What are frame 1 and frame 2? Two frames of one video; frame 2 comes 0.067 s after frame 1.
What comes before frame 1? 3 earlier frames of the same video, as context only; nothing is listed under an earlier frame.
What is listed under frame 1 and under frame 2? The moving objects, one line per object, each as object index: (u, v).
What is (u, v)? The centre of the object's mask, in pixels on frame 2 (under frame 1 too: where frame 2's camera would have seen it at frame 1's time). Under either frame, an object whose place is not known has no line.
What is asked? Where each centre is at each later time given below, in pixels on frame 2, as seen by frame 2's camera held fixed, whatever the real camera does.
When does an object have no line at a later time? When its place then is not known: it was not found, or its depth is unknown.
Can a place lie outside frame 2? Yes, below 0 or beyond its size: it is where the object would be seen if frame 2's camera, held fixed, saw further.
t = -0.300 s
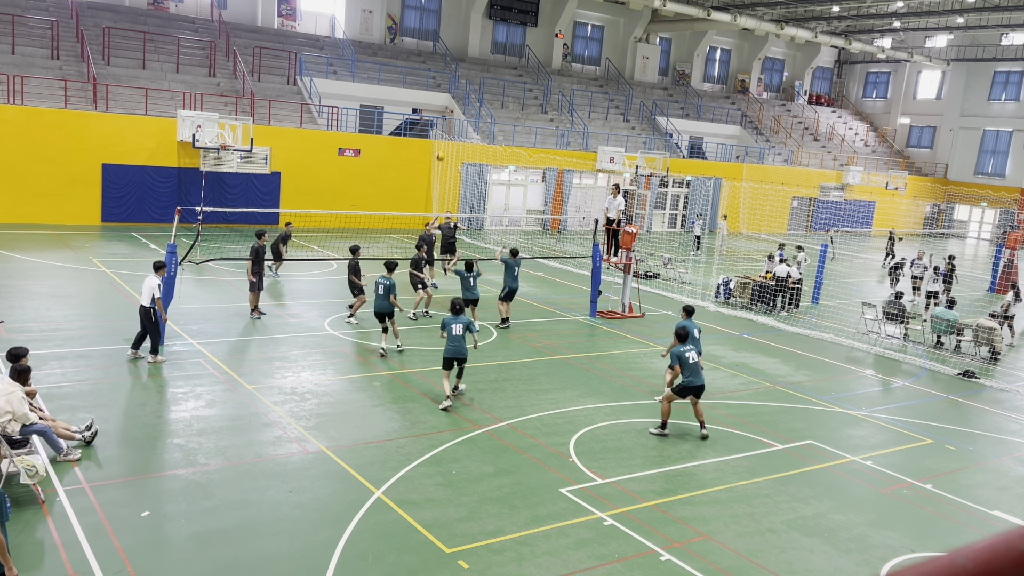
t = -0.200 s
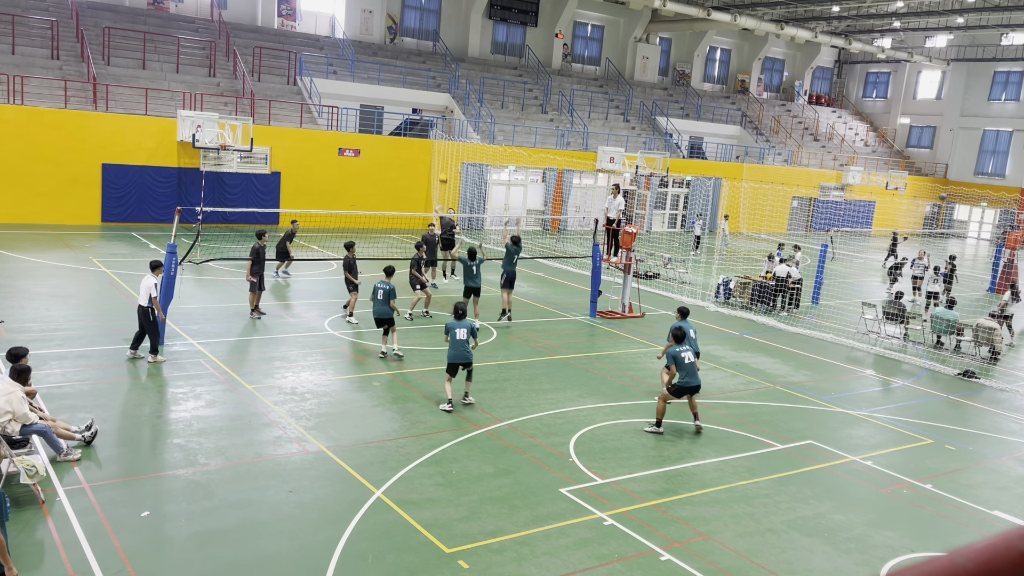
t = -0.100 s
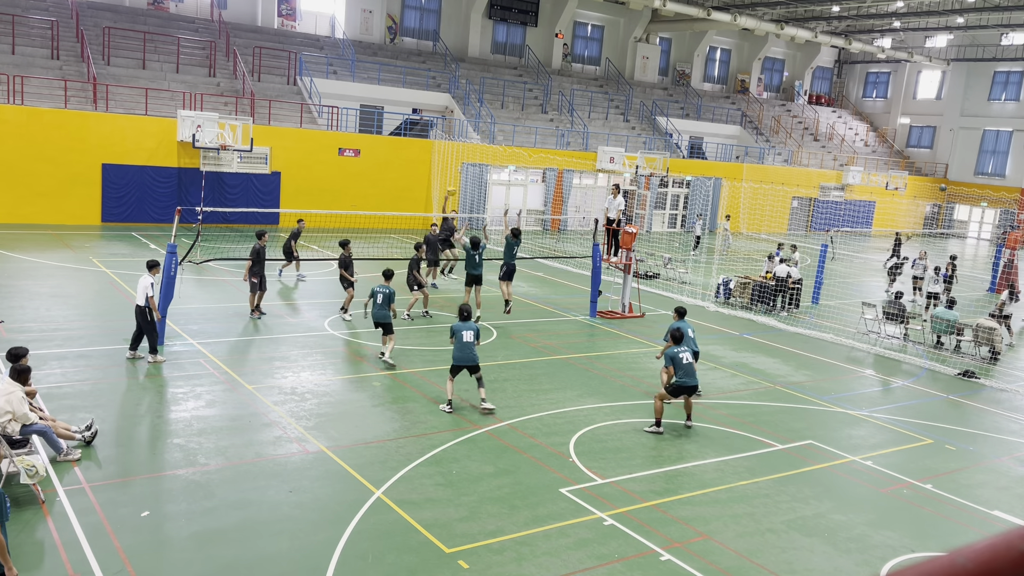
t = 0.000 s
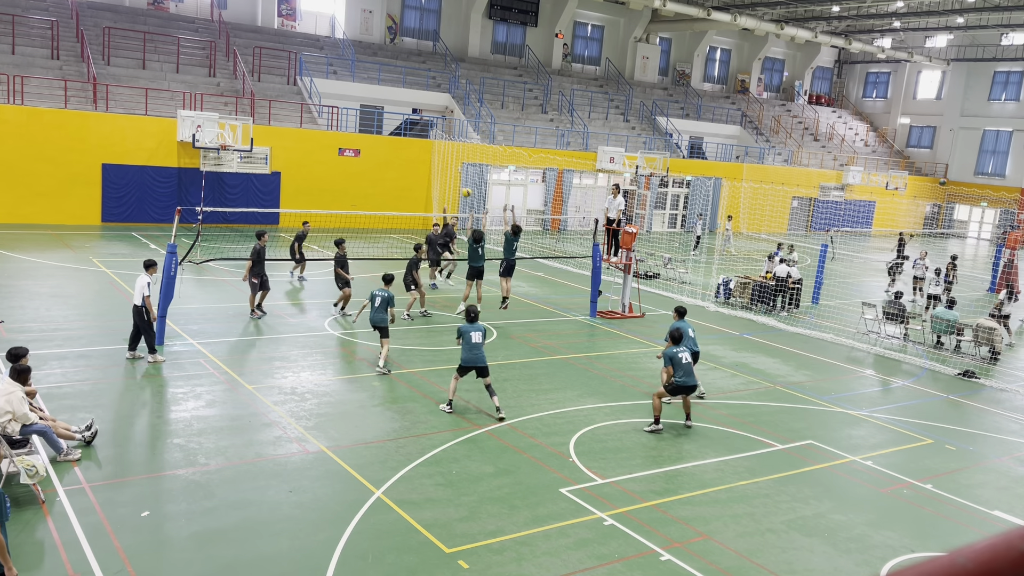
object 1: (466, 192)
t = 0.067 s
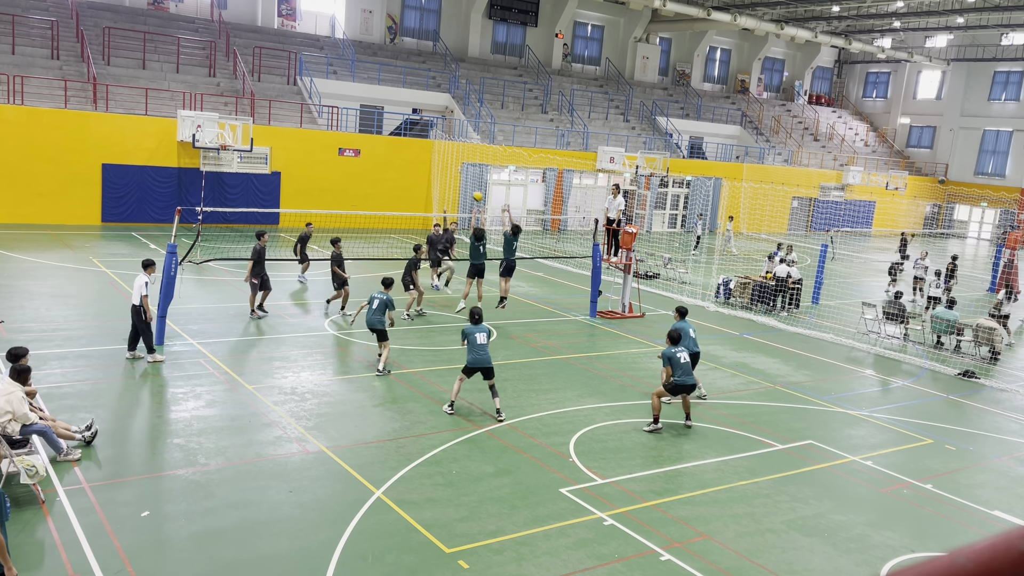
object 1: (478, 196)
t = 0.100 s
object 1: (484, 199)
